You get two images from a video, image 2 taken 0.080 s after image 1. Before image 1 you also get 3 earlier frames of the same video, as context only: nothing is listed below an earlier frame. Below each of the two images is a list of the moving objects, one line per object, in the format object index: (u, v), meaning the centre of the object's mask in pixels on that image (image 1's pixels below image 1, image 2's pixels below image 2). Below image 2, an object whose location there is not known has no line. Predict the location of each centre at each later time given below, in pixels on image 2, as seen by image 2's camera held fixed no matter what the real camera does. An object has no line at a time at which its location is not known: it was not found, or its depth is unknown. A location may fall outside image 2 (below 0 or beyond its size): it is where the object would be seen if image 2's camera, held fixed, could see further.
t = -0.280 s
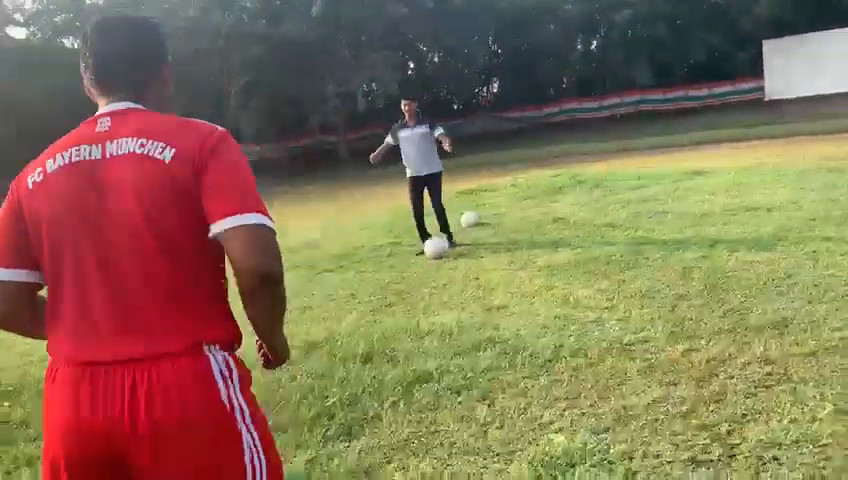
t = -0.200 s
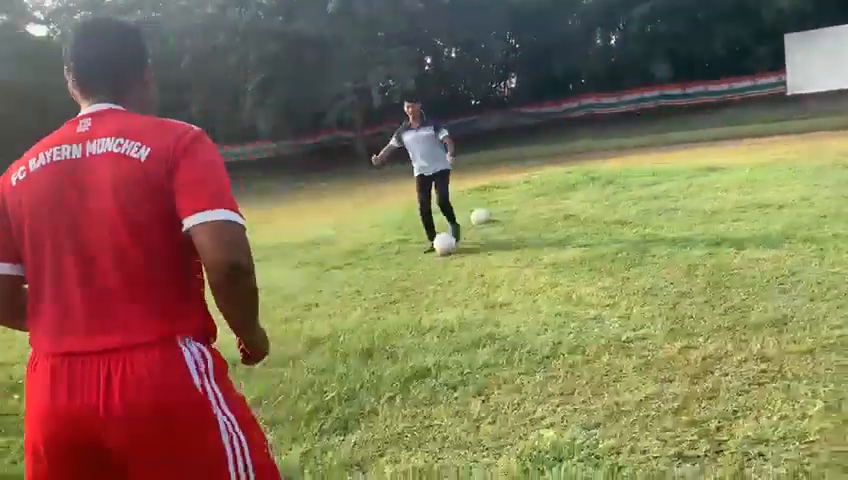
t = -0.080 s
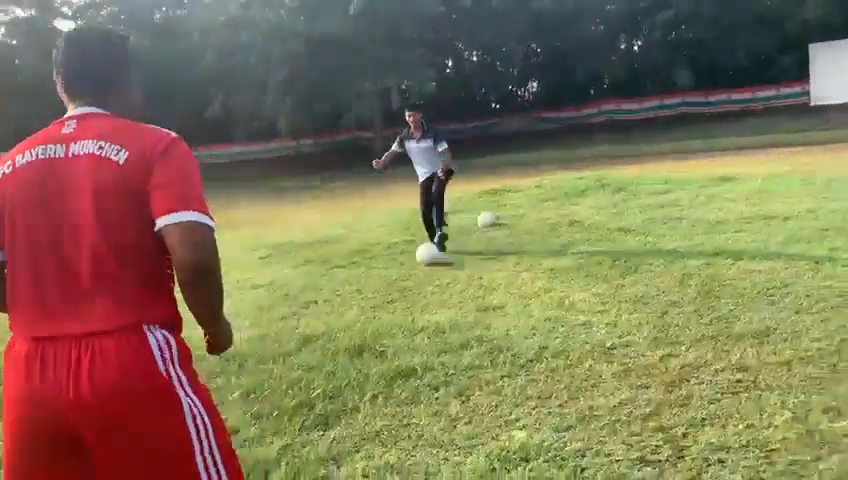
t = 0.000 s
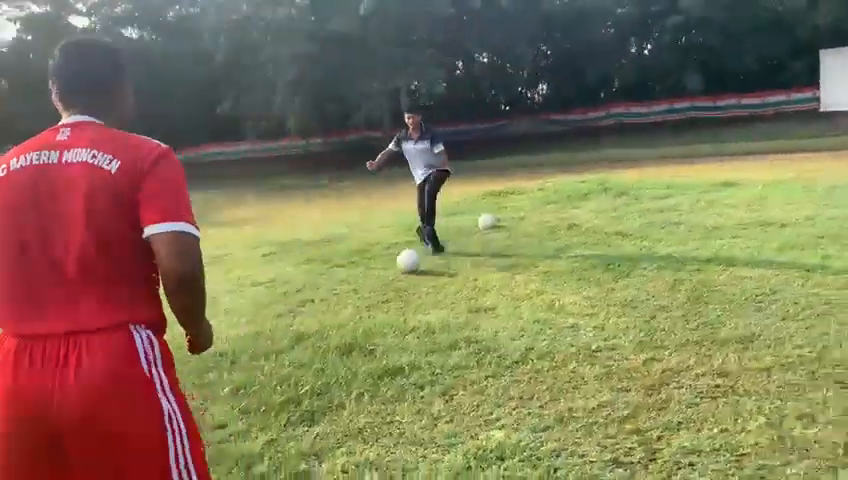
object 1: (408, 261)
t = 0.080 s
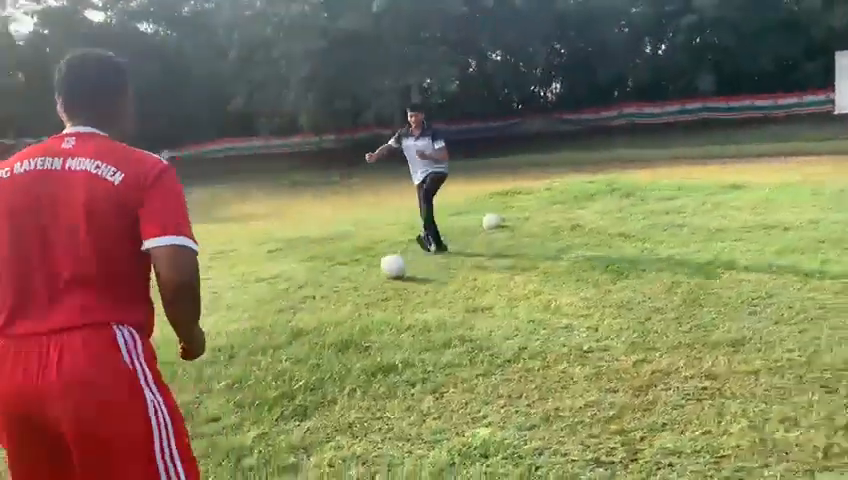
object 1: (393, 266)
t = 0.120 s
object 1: (385, 269)
